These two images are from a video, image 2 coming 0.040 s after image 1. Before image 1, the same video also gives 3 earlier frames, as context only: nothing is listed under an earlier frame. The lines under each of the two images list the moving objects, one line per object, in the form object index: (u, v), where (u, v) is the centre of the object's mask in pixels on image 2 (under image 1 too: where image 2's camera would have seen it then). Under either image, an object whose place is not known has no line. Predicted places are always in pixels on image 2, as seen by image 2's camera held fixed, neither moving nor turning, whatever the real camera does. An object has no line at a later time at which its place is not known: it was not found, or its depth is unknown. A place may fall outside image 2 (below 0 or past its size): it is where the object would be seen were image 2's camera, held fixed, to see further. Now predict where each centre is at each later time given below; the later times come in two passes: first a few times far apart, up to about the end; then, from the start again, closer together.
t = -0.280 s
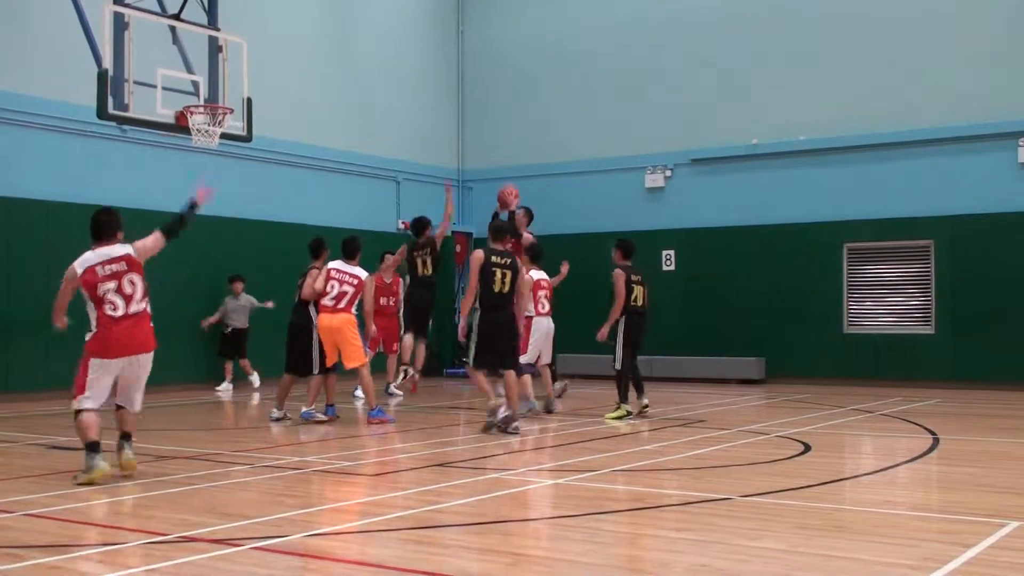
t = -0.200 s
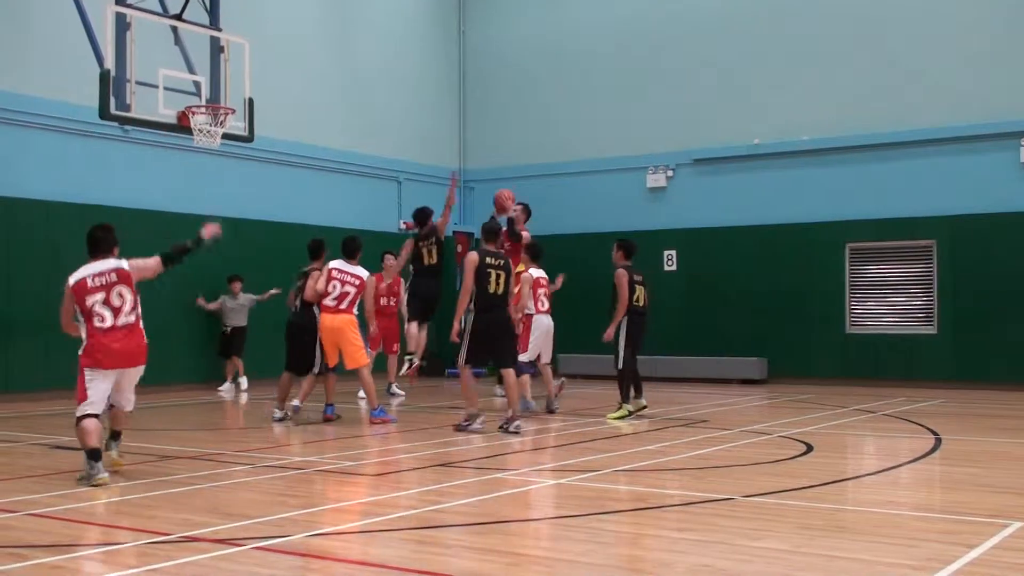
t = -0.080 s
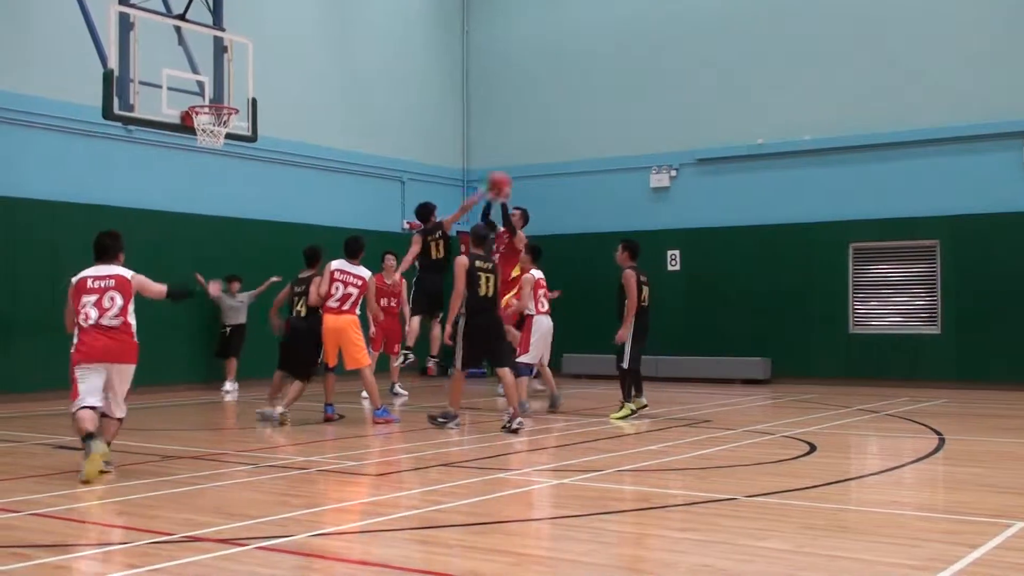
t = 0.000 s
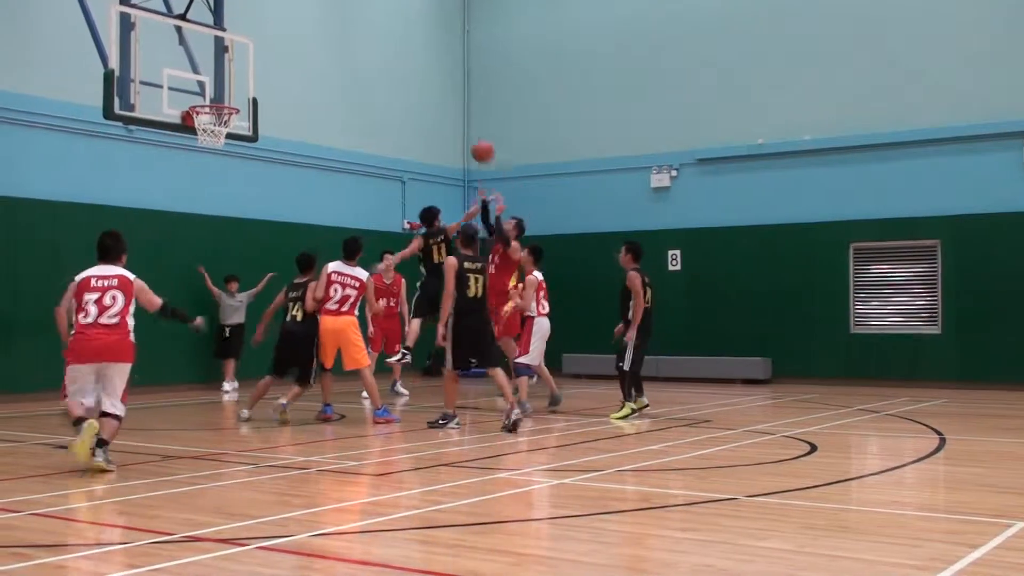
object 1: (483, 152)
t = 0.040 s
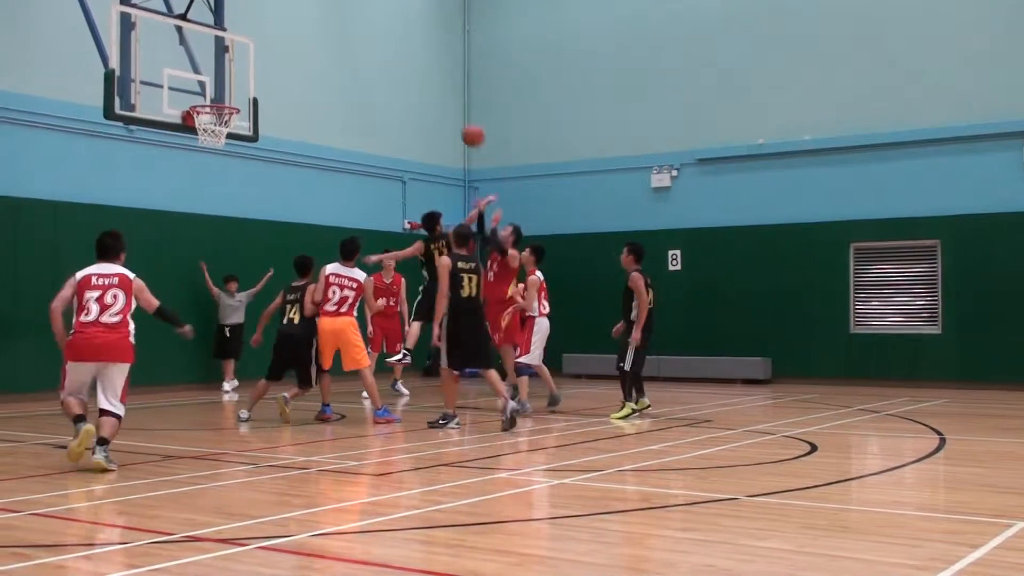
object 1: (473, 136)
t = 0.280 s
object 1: (409, 71)
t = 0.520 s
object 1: (345, 55)
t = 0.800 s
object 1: (265, 107)
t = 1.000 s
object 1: (205, 194)
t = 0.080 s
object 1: (463, 121)
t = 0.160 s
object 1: (442, 97)
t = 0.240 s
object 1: (421, 78)
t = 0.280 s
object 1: (409, 71)
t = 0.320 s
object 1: (398, 65)
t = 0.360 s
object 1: (388, 60)
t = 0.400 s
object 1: (377, 57)
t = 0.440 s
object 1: (367, 55)
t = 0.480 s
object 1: (356, 54)
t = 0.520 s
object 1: (345, 55)
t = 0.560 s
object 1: (334, 58)
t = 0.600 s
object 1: (323, 62)
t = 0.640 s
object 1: (311, 68)
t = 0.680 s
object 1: (300, 75)
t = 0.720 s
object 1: (288, 84)
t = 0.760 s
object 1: (277, 95)
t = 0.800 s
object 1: (265, 107)
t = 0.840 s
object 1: (254, 121)
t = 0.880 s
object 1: (241, 137)
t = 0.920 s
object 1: (229, 154)
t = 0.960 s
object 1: (217, 173)
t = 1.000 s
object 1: (205, 194)
